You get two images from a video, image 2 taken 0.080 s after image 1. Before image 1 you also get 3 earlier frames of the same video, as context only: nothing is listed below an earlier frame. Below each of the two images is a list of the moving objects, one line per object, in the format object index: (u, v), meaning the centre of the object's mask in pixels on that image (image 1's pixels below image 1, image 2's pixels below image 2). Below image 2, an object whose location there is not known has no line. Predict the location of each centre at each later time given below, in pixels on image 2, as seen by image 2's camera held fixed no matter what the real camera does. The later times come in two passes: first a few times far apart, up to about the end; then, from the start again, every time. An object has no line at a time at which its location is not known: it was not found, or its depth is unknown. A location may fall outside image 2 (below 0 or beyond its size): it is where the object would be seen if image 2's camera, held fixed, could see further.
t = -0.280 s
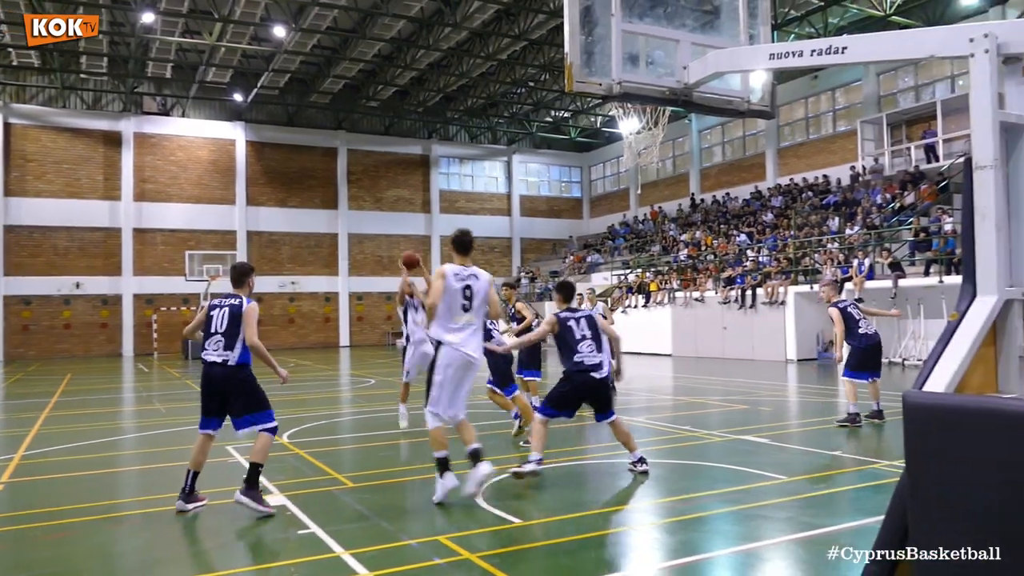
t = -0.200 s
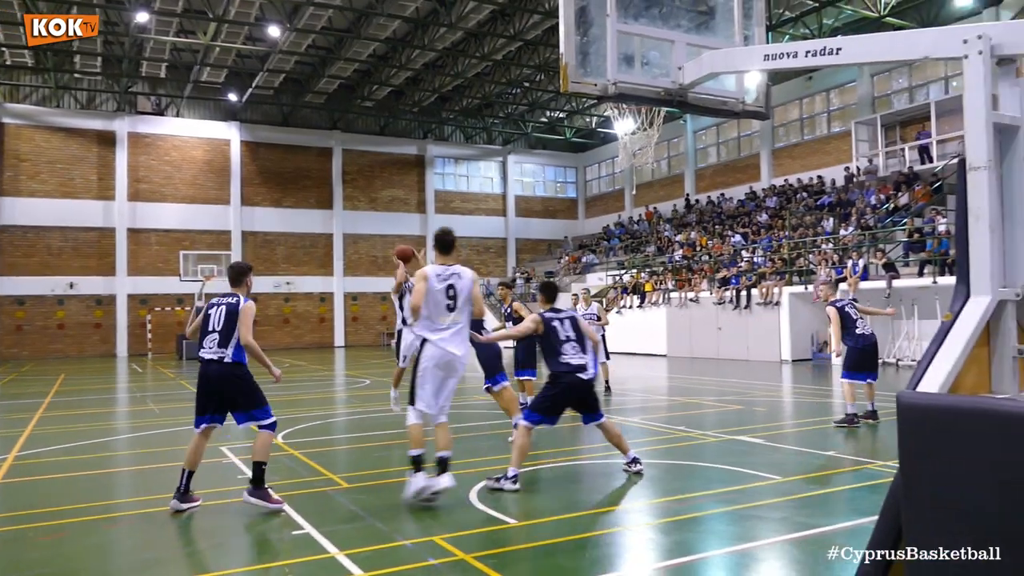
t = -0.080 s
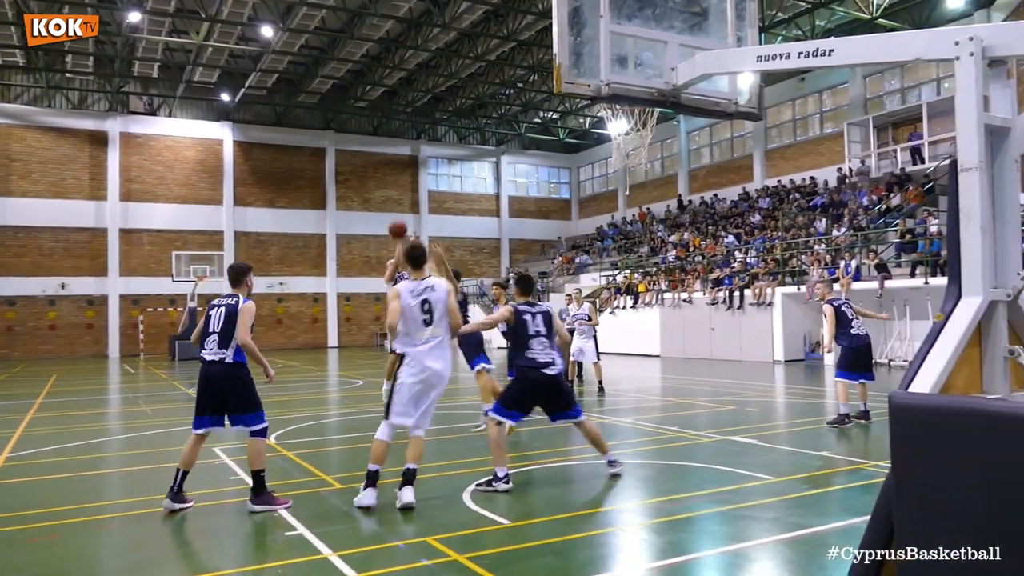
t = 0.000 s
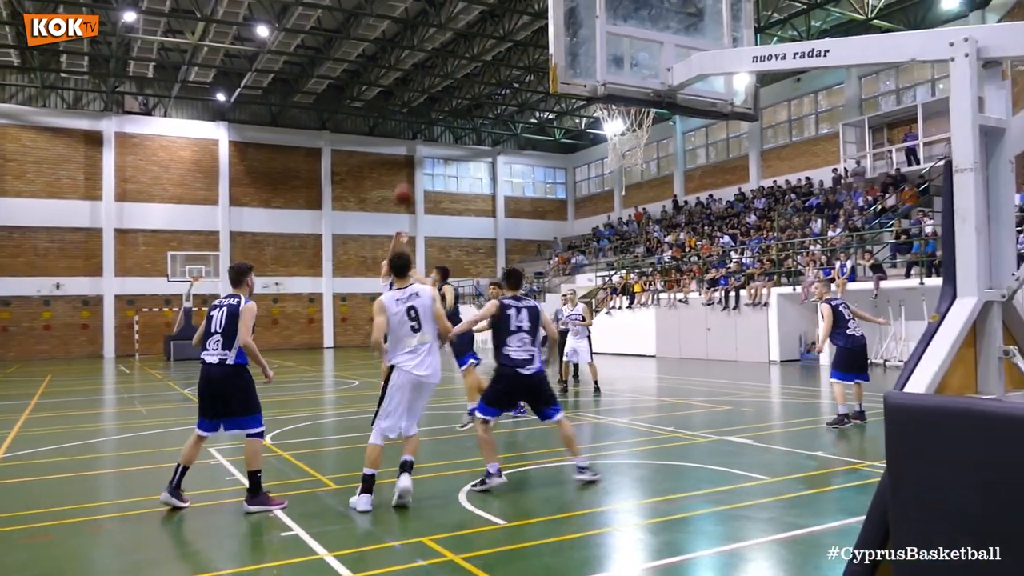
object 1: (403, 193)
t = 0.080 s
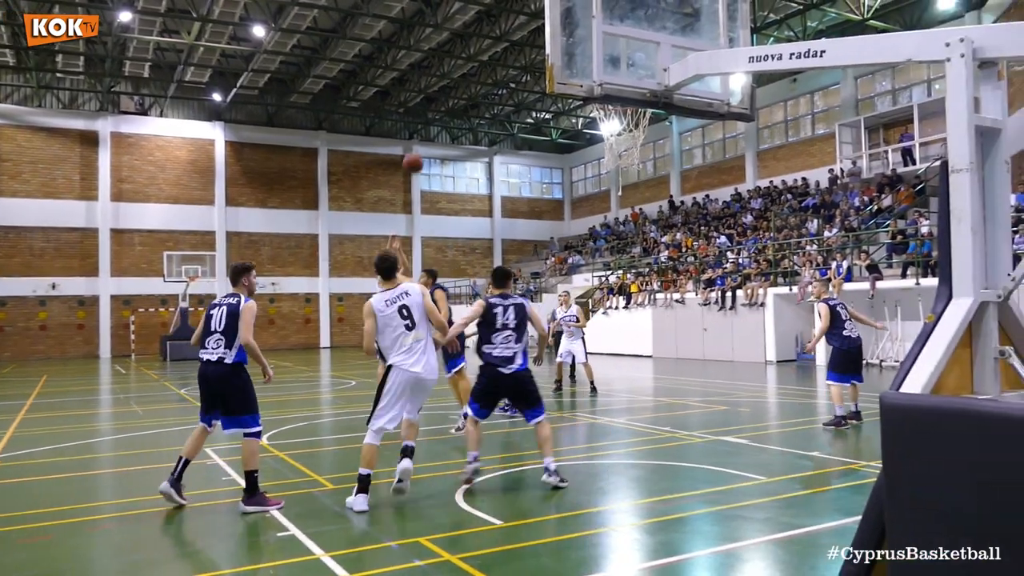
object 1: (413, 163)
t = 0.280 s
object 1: (449, 98)
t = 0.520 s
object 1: (502, 58)
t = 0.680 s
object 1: (539, 62)
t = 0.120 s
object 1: (420, 147)
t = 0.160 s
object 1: (427, 133)
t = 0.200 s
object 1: (434, 120)
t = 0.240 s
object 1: (442, 110)
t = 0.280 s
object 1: (449, 98)
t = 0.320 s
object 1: (458, 89)
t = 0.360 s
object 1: (467, 80)
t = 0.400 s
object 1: (475, 73)
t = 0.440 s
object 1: (485, 67)
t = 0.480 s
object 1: (493, 62)
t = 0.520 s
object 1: (502, 58)
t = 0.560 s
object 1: (512, 58)
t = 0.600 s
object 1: (523, 57)
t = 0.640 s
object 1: (533, 58)
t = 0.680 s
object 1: (539, 62)
